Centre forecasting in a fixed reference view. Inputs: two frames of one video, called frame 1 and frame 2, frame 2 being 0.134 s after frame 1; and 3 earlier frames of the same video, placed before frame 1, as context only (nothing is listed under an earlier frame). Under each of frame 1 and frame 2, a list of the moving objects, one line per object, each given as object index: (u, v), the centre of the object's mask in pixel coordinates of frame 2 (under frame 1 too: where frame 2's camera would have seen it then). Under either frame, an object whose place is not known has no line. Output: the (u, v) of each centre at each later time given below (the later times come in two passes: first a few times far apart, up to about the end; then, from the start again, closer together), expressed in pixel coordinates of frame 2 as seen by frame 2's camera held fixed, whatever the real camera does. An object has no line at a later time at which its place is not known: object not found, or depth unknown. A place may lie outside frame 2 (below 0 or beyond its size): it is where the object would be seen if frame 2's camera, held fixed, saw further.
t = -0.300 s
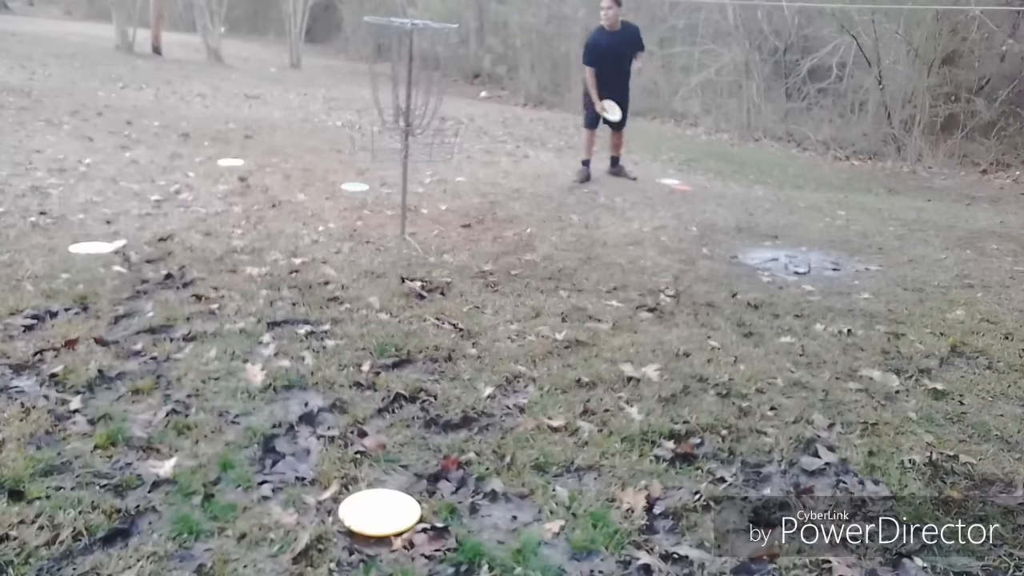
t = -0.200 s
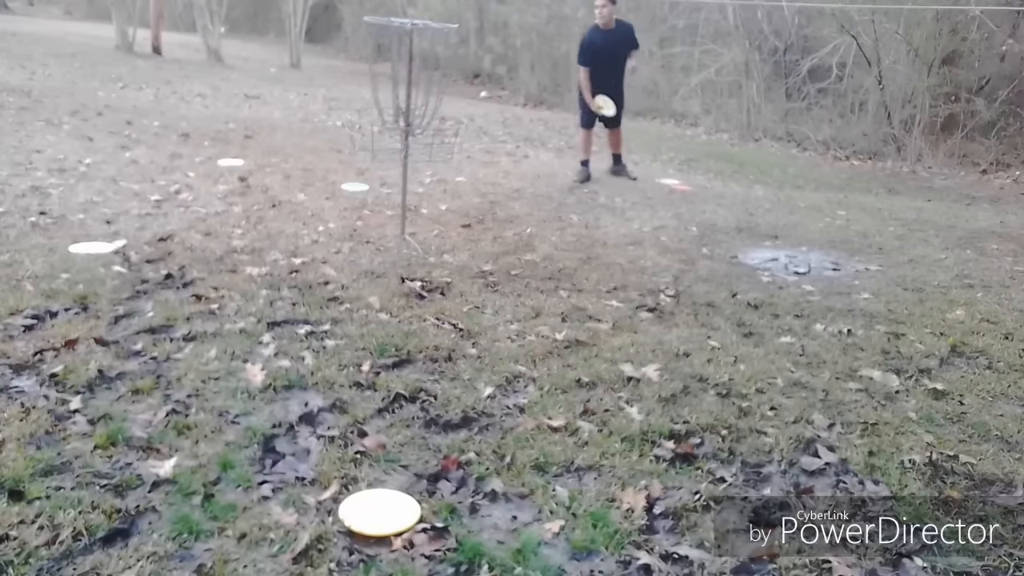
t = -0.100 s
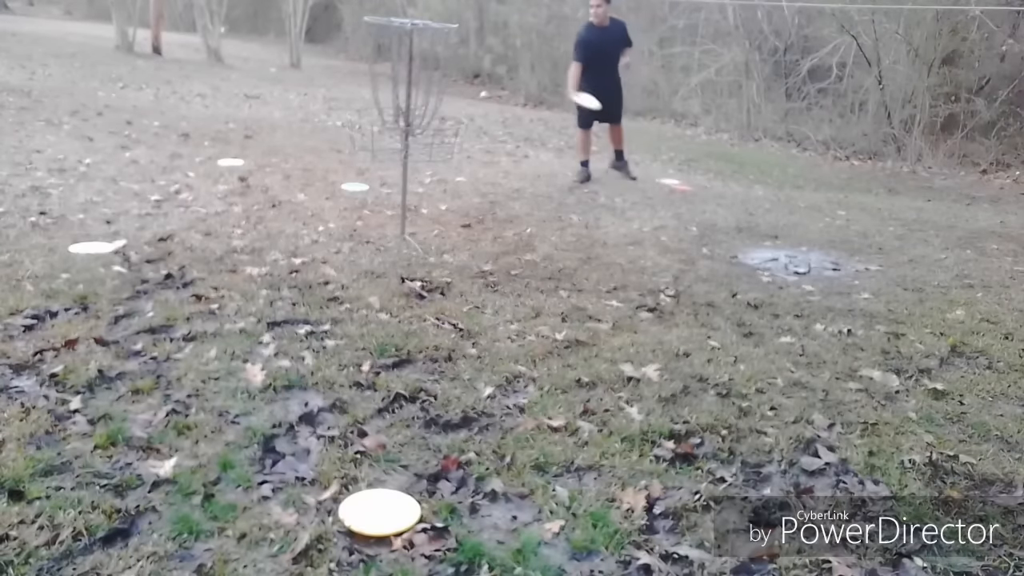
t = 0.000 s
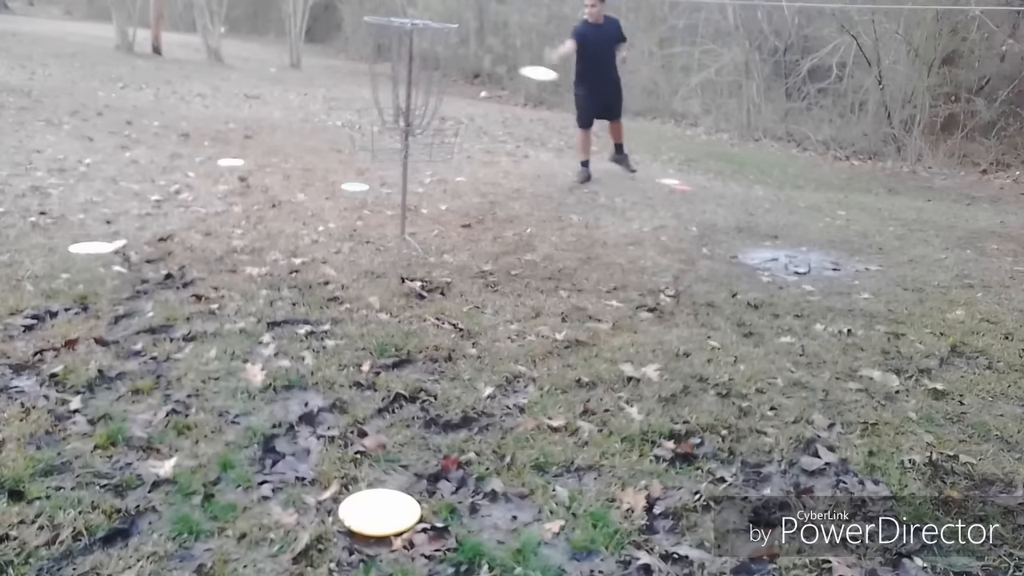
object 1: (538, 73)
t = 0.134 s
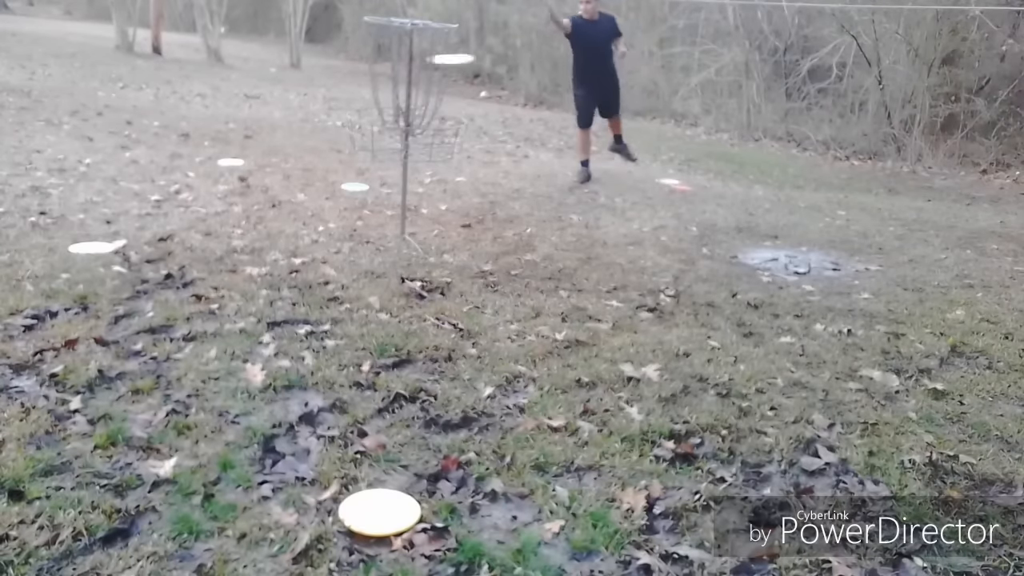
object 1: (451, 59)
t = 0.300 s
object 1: (357, 68)
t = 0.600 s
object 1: (217, 199)
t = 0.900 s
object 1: (164, 270)
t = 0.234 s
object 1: (385, 63)
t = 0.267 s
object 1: (371, 63)
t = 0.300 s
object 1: (357, 68)
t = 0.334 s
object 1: (343, 73)
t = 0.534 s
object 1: (253, 153)
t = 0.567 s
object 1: (236, 175)
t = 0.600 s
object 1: (217, 199)
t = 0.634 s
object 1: (198, 225)
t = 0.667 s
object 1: (180, 251)
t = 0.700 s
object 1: (167, 269)
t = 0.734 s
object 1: (165, 269)
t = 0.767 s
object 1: (166, 268)
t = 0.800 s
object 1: (165, 269)
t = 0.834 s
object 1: (164, 269)
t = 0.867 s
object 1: (164, 270)
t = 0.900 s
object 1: (164, 270)
